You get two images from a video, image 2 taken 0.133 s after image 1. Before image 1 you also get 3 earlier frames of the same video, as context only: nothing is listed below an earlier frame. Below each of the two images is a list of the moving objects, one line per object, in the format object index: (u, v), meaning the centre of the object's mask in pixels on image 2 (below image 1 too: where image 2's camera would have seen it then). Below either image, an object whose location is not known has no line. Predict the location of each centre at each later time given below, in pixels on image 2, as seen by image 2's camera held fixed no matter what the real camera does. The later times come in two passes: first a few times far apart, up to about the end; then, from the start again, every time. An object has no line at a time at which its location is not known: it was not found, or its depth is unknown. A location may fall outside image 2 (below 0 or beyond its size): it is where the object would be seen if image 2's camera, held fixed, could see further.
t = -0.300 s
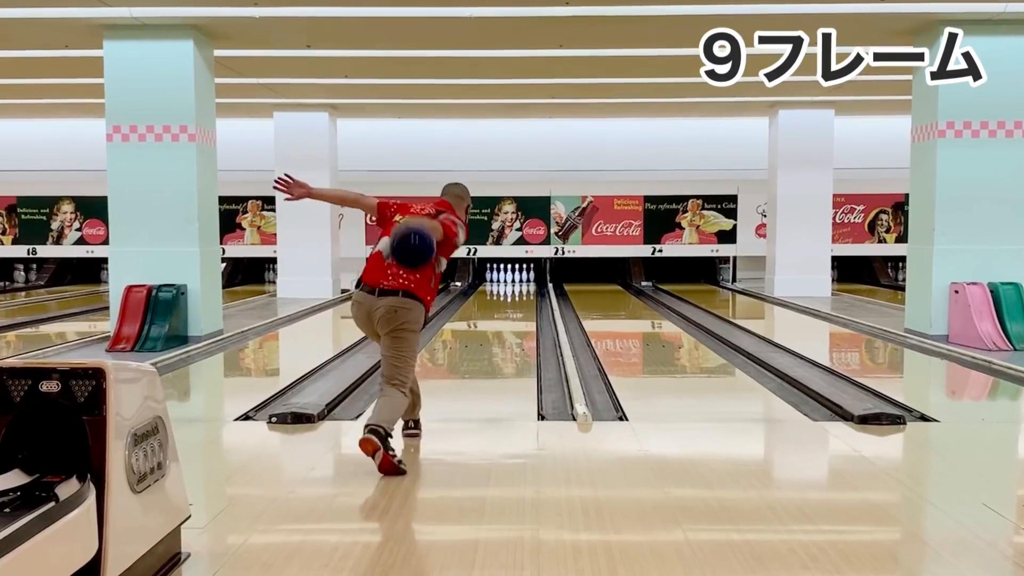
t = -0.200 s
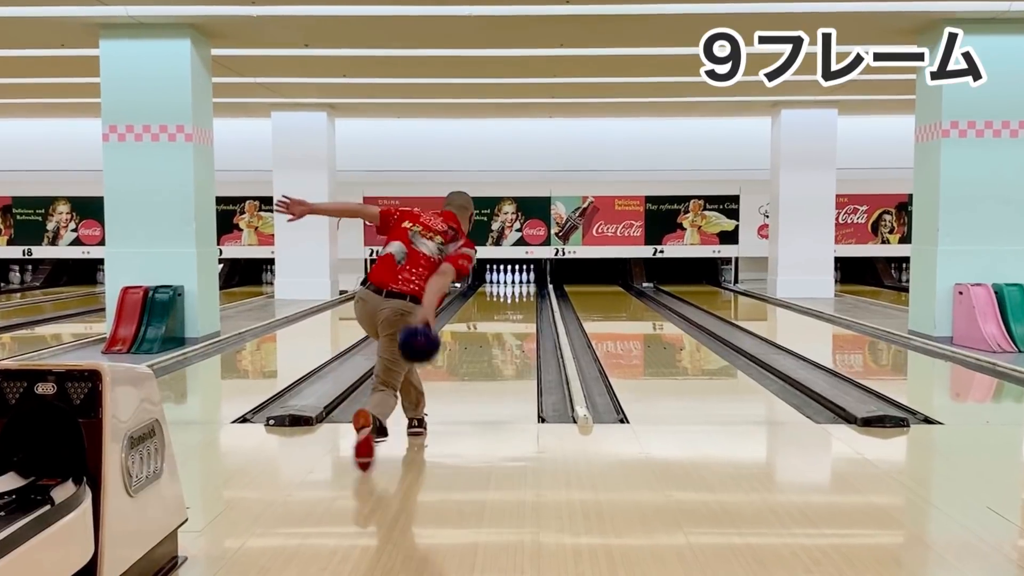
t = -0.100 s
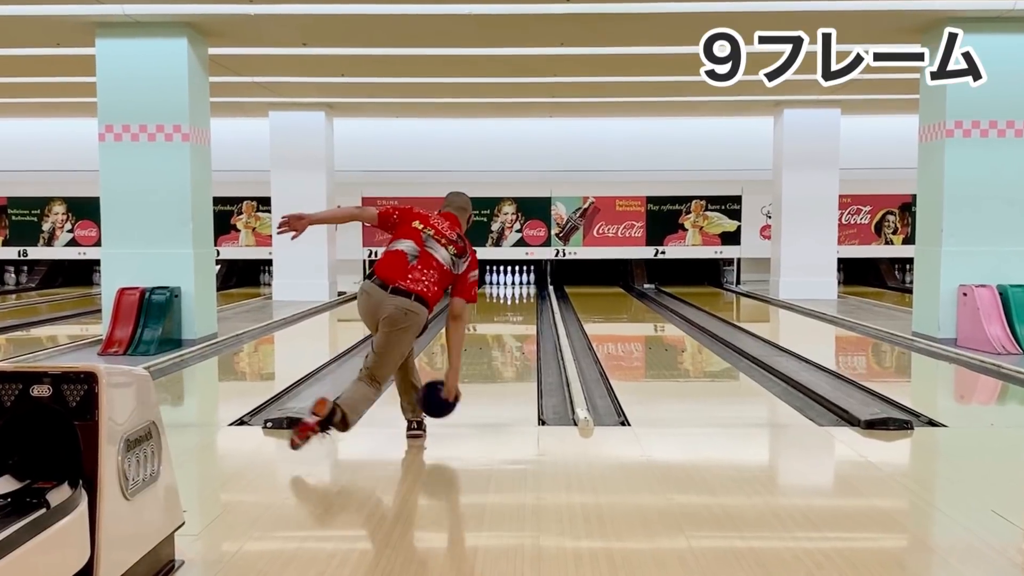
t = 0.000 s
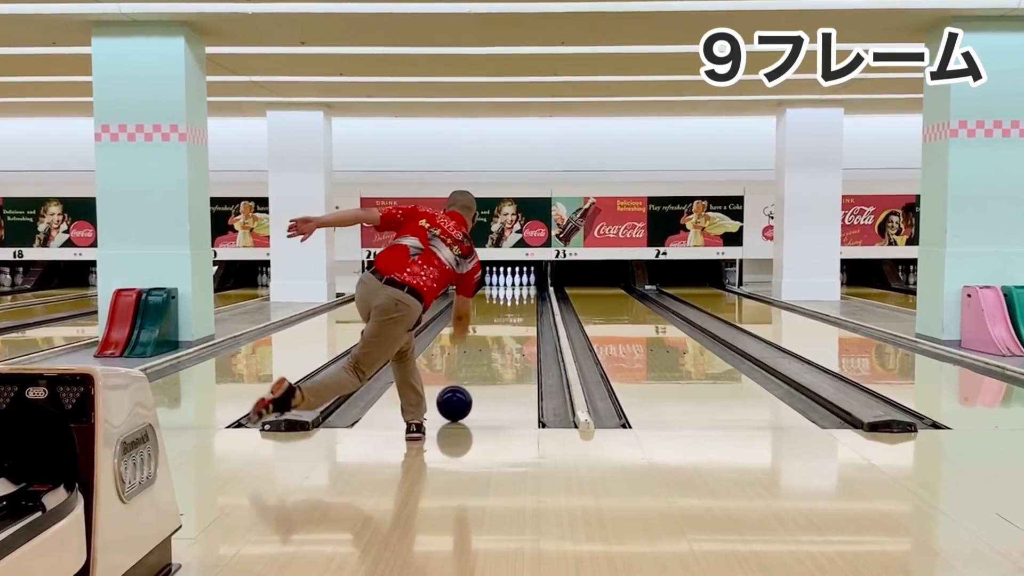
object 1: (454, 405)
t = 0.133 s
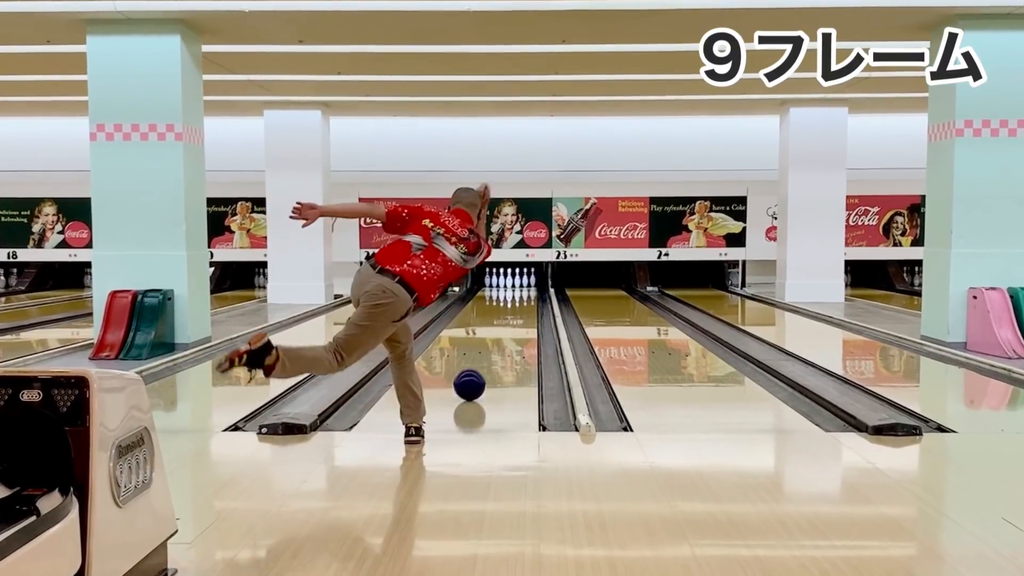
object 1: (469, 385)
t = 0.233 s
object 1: (479, 373)
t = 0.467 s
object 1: (495, 353)
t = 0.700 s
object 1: (507, 338)
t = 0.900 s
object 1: (514, 329)
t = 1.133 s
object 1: (520, 319)
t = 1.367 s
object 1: (524, 311)
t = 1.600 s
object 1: (526, 304)
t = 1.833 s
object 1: (526, 300)
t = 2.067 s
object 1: (522, 295)
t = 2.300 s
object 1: (516, 291)
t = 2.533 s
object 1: (511, 289)
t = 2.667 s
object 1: (512, 289)
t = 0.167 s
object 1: (473, 381)
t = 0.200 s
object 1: (476, 376)
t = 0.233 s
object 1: (479, 373)
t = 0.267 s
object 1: (481, 369)
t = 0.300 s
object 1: (484, 366)
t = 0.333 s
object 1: (486, 363)
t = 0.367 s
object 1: (489, 360)
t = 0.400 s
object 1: (491, 358)
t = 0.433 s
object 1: (493, 355)
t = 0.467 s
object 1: (495, 353)
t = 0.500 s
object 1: (497, 350)
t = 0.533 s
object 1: (499, 348)
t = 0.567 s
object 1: (501, 346)
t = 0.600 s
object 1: (502, 344)
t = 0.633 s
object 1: (504, 342)
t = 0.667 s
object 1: (505, 340)
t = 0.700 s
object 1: (507, 338)
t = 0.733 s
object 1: (508, 337)
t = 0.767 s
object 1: (510, 335)
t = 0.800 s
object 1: (511, 333)
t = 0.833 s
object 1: (512, 332)
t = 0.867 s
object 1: (513, 330)
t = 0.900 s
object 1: (514, 329)
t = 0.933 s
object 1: (515, 327)
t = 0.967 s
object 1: (516, 326)
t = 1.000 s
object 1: (517, 325)
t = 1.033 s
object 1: (518, 323)
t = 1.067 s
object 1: (519, 321)
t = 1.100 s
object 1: (520, 320)
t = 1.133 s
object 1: (520, 319)
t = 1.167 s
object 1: (521, 318)
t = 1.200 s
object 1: (521, 316)
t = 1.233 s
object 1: (522, 315)
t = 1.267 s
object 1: (522, 314)
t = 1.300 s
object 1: (523, 313)
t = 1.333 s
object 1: (523, 312)
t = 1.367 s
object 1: (524, 311)
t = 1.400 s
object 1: (524, 310)
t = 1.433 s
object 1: (524, 309)
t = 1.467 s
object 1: (525, 308)
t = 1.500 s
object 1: (525, 307)
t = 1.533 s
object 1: (525, 306)
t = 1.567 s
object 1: (525, 305)
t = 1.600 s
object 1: (526, 304)
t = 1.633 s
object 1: (526, 304)
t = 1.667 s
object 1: (526, 303)
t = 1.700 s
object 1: (526, 302)
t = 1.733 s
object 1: (526, 302)
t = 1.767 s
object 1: (526, 301)
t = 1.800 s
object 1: (526, 300)
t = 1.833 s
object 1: (526, 300)
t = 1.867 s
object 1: (525, 299)
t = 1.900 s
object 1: (525, 299)
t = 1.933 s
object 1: (525, 298)
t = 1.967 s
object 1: (524, 297)
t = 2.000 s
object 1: (524, 296)
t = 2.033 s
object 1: (523, 296)
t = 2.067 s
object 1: (522, 295)
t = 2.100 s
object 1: (522, 294)
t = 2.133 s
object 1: (521, 294)
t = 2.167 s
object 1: (520, 293)
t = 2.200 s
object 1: (519, 293)
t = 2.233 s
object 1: (518, 292)
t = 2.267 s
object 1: (517, 292)
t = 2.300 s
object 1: (516, 291)
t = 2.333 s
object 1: (514, 291)
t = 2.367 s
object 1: (513, 290)
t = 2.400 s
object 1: (512, 290)
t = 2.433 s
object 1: (511, 289)
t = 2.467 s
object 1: (512, 289)
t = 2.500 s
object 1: (511, 289)
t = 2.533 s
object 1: (511, 289)
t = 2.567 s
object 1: (511, 288)
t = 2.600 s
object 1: (510, 288)
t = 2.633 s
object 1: (511, 288)
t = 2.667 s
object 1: (512, 289)
